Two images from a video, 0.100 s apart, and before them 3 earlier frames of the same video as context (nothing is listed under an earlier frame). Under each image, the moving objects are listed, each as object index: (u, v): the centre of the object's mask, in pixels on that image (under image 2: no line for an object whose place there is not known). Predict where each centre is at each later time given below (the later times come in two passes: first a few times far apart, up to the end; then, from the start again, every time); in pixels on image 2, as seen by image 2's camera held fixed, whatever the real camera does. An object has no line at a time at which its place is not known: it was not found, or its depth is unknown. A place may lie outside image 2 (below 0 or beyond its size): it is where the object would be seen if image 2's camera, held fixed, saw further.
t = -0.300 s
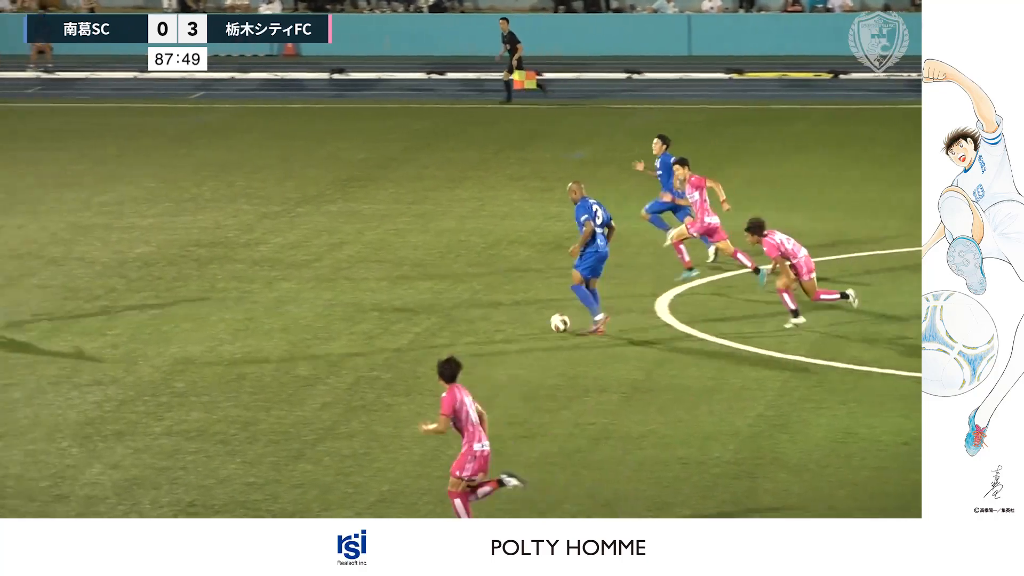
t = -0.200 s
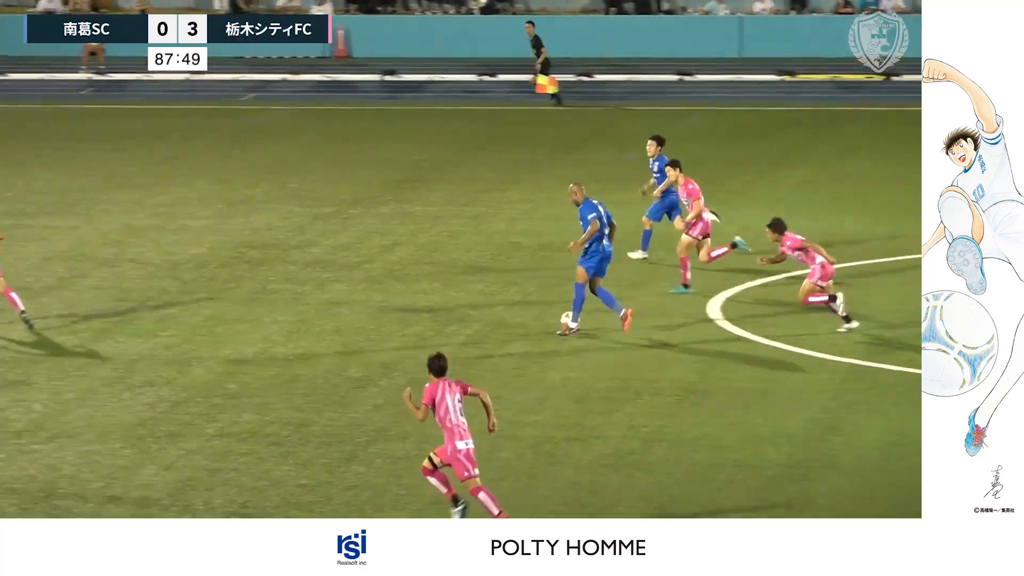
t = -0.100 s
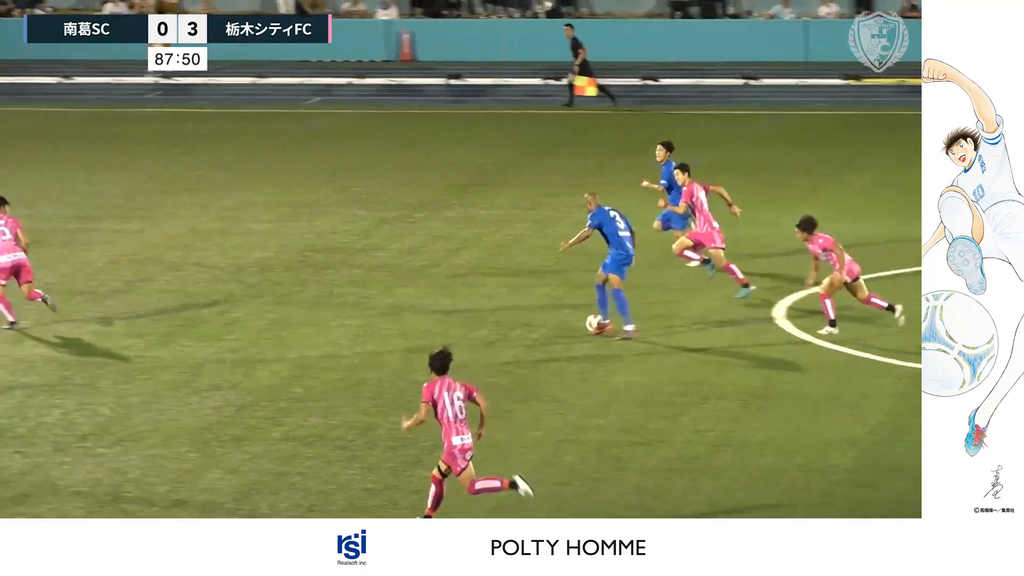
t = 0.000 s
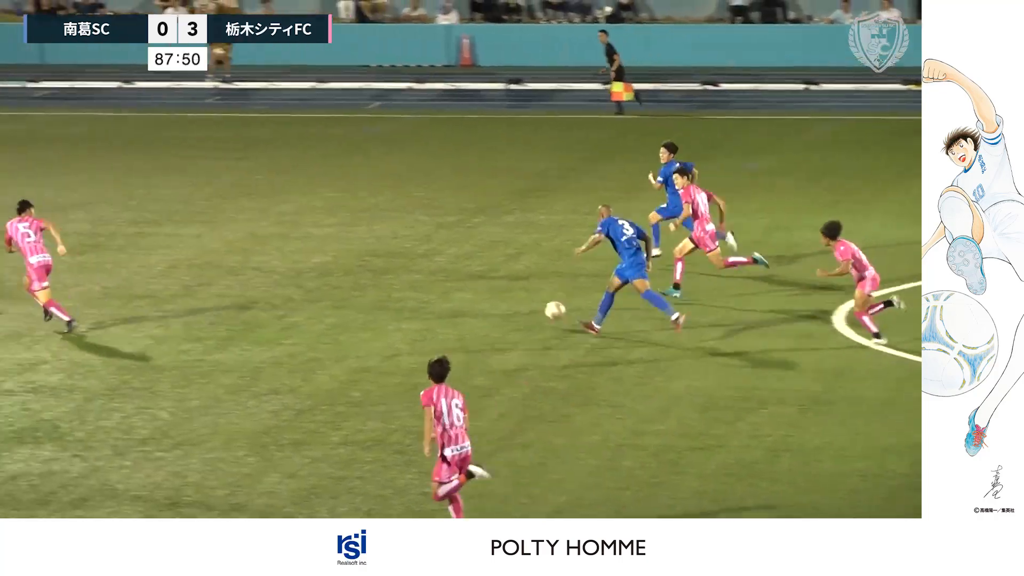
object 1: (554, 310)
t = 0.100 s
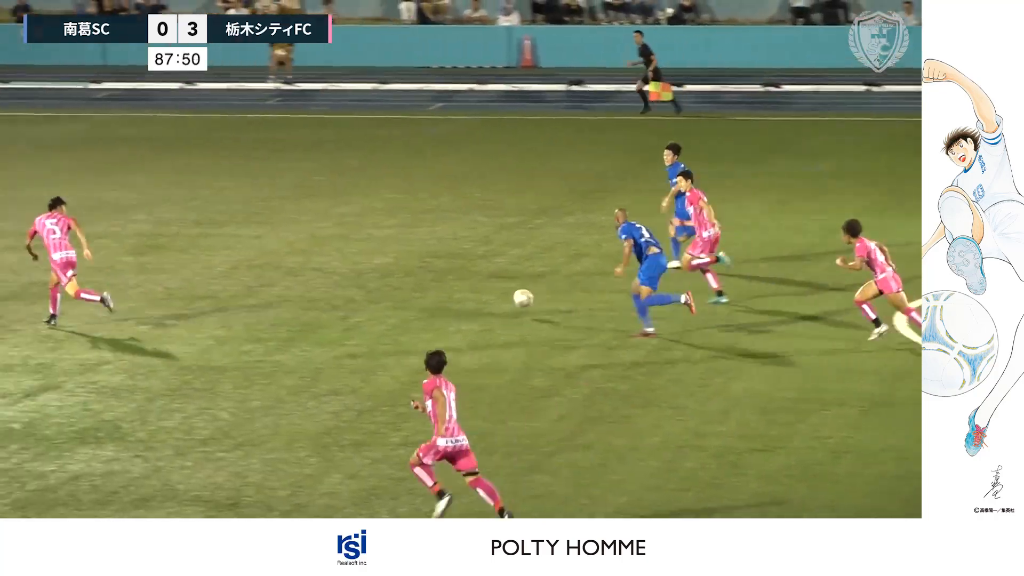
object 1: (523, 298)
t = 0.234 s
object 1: (413, 295)
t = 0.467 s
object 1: (261, 265)
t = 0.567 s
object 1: (204, 267)
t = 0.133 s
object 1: (494, 295)
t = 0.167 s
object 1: (466, 294)
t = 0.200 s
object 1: (439, 294)
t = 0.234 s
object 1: (413, 295)
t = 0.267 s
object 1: (389, 287)
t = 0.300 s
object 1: (366, 281)
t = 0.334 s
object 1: (345, 276)
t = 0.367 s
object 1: (323, 272)
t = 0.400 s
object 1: (301, 269)
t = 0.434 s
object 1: (281, 266)
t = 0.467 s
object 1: (261, 265)
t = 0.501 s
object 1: (242, 264)
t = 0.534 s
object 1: (223, 266)
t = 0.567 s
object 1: (204, 267)
